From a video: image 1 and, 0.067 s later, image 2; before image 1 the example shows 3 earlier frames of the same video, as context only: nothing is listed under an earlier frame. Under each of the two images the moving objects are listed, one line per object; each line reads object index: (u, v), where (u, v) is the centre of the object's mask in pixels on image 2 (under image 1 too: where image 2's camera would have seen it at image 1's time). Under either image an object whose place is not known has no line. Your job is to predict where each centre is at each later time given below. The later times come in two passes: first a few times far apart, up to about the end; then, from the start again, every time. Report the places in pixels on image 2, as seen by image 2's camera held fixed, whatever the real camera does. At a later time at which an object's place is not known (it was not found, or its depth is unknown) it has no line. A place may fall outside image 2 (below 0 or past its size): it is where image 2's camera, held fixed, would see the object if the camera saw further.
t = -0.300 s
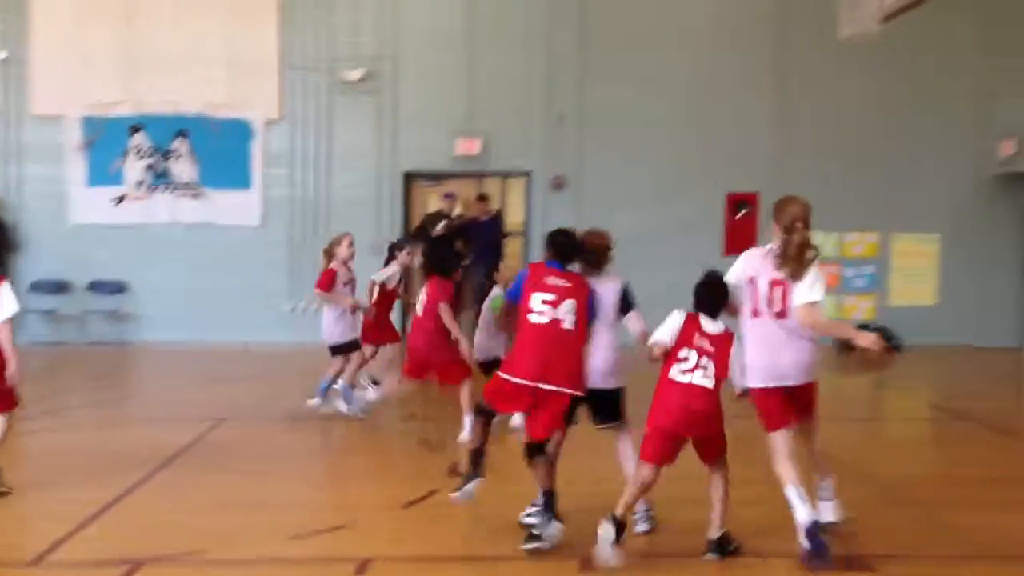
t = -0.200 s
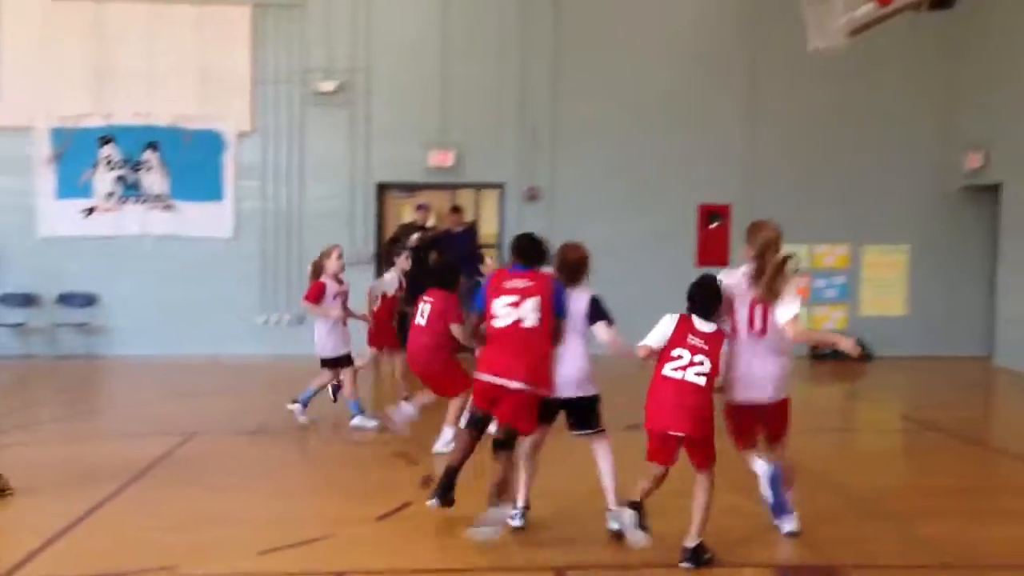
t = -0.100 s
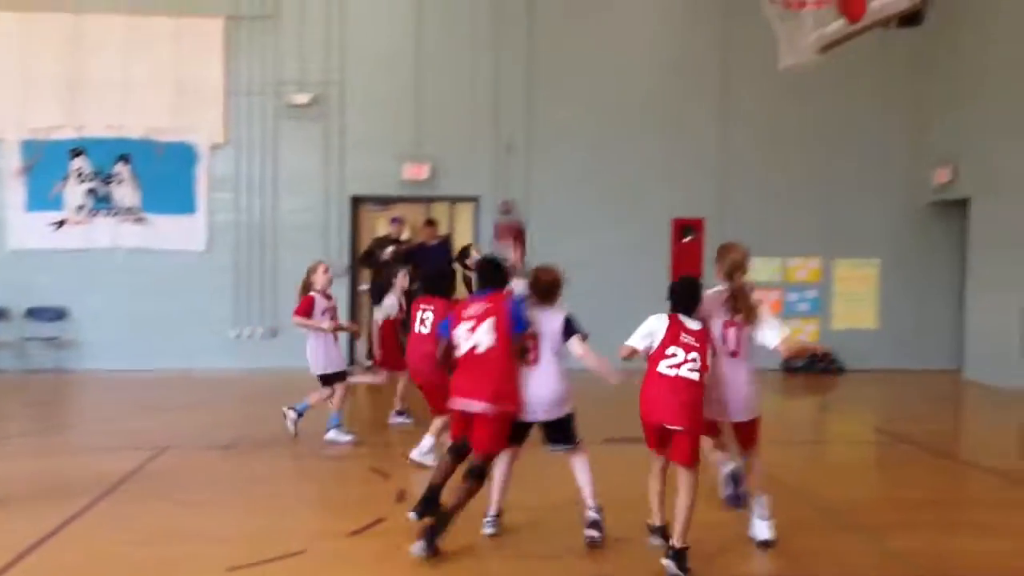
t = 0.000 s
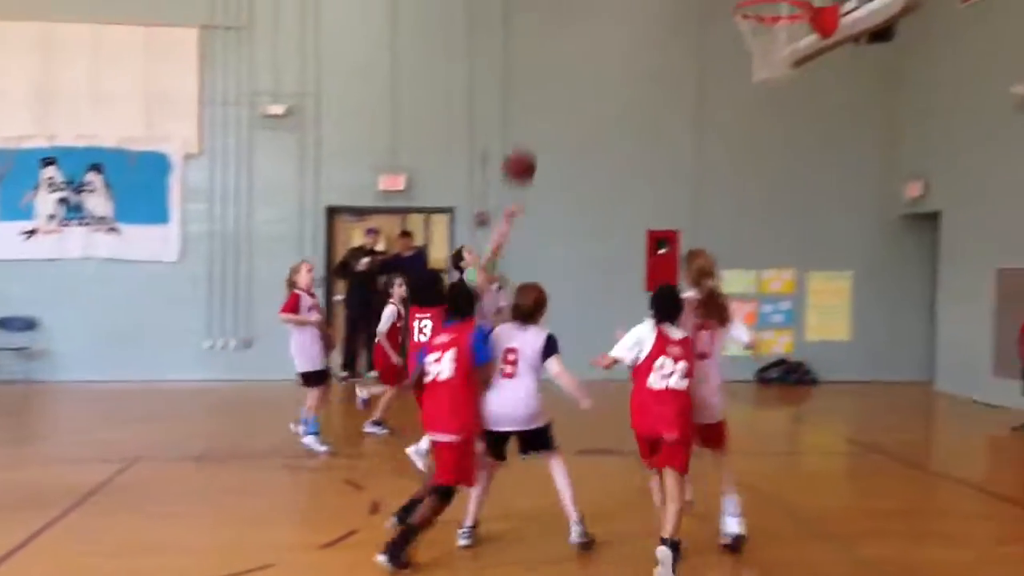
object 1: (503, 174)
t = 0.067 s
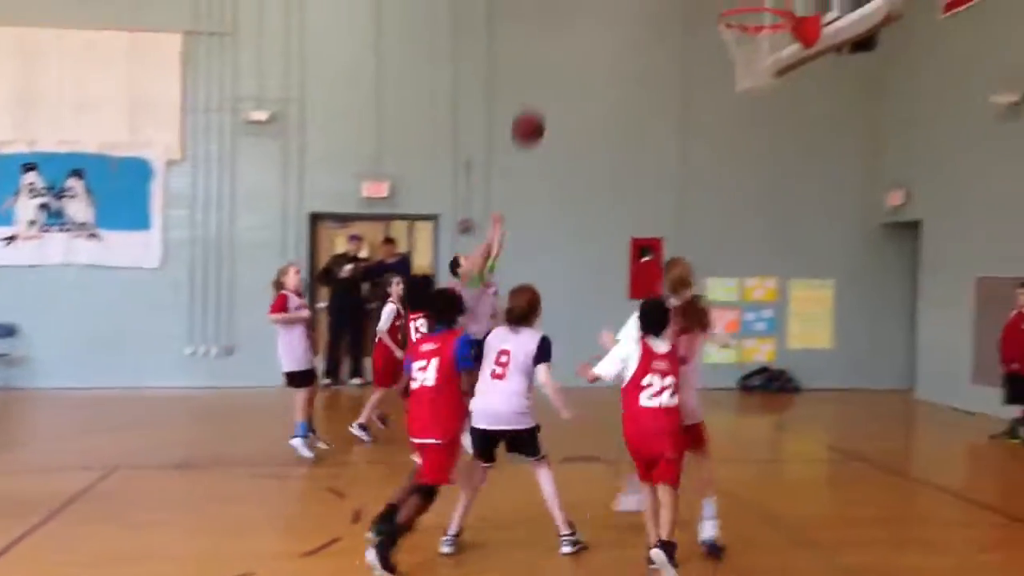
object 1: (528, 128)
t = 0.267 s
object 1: (602, 21)
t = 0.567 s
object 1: (719, -43)
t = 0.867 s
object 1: (753, 23)
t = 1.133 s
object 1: (727, 88)
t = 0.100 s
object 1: (540, 108)
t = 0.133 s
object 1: (552, 87)
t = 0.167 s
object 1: (564, 69)
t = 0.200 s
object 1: (576, 51)
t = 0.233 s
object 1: (589, 36)
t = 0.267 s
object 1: (602, 21)
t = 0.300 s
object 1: (614, 8)
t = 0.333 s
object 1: (627, -3)
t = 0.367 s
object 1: (641, -14)
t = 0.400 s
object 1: (654, -22)
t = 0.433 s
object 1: (667, -29)
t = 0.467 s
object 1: (679, -34)
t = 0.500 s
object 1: (692, -39)
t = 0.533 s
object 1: (706, -42)
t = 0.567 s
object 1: (719, -43)
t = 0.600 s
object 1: (732, -41)
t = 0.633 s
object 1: (744, -38)
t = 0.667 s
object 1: (758, -33)
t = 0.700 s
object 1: (774, -27)
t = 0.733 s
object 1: (785, -19)
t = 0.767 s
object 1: (778, -11)
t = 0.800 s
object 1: (770, -5)
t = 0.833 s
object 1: (762, 9)
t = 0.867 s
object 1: (753, 23)
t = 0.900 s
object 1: (744, 37)
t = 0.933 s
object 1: (738, 51)
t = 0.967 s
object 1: (732, 61)
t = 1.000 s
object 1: (729, 65)
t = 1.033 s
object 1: (727, 68)
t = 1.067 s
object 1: (727, 77)
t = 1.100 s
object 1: (727, 79)
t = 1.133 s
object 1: (727, 88)
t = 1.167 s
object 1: (727, 97)
